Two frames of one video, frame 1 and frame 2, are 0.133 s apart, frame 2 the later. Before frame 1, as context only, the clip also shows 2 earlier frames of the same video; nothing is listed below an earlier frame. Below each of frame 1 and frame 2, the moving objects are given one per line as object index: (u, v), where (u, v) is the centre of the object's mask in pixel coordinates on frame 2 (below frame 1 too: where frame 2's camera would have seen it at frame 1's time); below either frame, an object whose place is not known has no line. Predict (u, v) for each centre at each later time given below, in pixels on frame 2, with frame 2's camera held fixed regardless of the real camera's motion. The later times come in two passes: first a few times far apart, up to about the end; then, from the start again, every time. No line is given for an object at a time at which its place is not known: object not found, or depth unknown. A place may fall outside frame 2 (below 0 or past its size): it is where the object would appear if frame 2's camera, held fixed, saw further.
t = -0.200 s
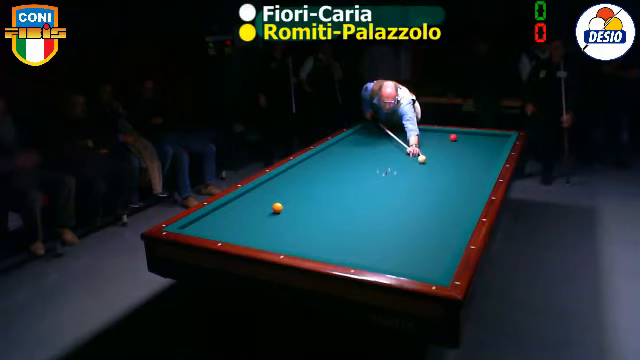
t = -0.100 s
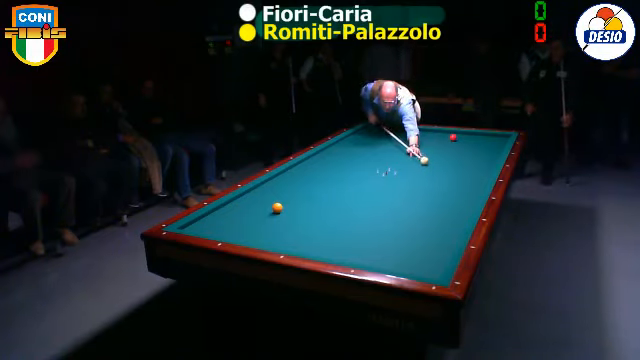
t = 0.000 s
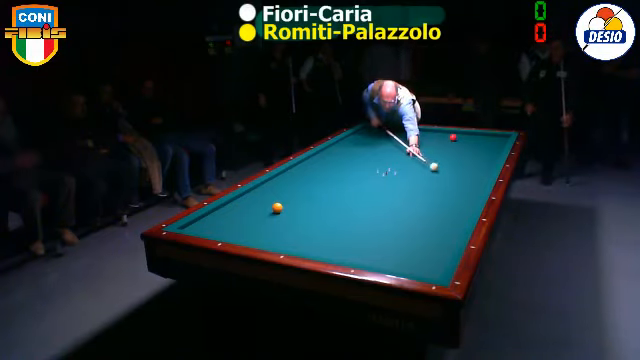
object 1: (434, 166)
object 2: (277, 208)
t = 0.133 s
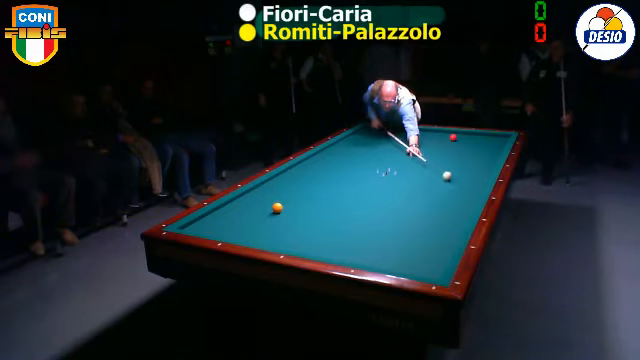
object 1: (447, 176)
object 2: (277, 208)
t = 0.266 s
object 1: (461, 185)
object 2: (277, 208)
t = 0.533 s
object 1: (452, 203)
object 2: (277, 208)
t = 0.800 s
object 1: (412, 219)
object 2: (277, 207)
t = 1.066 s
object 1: (366, 239)
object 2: (277, 207)
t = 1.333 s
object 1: (322, 249)
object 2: (277, 207)
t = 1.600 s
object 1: (305, 229)
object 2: (277, 207)
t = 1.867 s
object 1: (291, 213)
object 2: (277, 208)
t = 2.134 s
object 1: (292, 200)
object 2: (265, 207)
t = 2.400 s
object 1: (297, 189)
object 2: (250, 206)
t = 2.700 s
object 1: (302, 179)
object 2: (235, 205)
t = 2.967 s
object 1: (306, 171)
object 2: (228, 204)
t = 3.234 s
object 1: (309, 164)
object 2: (234, 206)
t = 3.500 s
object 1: (313, 157)
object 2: (238, 207)
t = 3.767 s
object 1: (321, 152)
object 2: (244, 209)
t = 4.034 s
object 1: (332, 148)
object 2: (248, 211)
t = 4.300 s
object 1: (342, 144)
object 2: (252, 212)
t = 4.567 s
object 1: (352, 141)
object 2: (257, 214)
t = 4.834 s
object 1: (361, 137)
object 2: (261, 215)
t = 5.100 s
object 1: (370, 135)
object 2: (264, 216)
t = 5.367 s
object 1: (378, 132)
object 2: (267, 217)
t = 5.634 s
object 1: (385, 129)
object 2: (269, 218)
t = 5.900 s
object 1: (391, 127)
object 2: (271, 219)
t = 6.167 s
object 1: (394, 128)
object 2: (273, 220)
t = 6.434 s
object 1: (396, 130)
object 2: (274, 220)
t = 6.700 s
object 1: (399, 132)
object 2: (276, 221)
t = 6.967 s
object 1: (401, 133)
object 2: (276, 221)
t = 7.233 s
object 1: (403, 135)
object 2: (277, 222)
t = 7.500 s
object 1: (405, 137)
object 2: (277, 222)
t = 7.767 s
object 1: (408, 138)
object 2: (277, 222)
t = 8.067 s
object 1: (410, 140)
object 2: (277, 222)
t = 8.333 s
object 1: (412, 141)
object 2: (277, 222)
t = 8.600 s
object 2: (277, 222)
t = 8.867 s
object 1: (416, 144)
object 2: (277, 222)
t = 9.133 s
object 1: (418, 146)
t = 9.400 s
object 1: (420, 147)
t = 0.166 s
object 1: (450, 178)
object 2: (277, 208)
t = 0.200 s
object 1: (454, 180)
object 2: (277, 208)
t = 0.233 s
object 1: (458, 183)
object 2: (277, 207)
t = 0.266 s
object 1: (461, 185)
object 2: (277, 208)
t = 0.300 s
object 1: (465, 188)
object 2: (277, 208)
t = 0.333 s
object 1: (470, 191)
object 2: (277, 208)
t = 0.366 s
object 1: (474, 194)
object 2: (277, 208)
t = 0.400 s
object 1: (473, 196)
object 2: (277, 207)
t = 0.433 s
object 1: (467, 198)
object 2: (277, 208)
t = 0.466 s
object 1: (462, 199)
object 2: (277, 207)
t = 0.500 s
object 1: (457, 201)
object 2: (277, 208)
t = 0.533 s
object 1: (452, 203)
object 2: (277, 208)
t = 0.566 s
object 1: (447, 205)
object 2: (277, 208)
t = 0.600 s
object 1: (442, 207)
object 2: (277, 208)
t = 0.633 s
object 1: (437, 209)
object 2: (277, 208)
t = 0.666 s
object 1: (433, 211)
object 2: (277, 207)
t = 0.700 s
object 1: (428, 213)
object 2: (277, 208)
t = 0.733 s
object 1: (423, 215)
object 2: (277, 208)
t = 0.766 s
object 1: (417, 217)
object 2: (277, 208)
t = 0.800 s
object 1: (412, 219)
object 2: (277, 207)
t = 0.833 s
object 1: (407, 222)
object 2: (277, 207)
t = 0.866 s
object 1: (401, 224)
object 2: (277, 208)
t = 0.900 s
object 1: (395, 226)
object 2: (277, 208)
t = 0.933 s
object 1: (390, 229)
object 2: (277, 208)
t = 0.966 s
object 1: (384, 231)
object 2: (277, 207)
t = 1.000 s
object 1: (378, 233)
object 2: (277, 208)
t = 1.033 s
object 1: (372, 236)
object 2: (277, 208)
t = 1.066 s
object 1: (366, 239)
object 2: (277, 207)
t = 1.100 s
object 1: (360, 241)
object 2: (277, 208)
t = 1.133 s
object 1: (353, 244)
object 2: (277, 208)
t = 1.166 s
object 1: (347, 247)
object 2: (277, 208)
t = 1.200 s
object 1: (340, 250)
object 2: (277, 208)
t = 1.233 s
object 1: (334, 251)
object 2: (277, 207)
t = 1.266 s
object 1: (327, 252)
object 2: (277, 208)
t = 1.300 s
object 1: (323, 251)
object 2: (277, 208)
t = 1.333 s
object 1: (322, 249)
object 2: (277, 207)
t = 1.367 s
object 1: (320, 246)
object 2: (277, 208)
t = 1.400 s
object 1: (318, 243)
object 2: (277, 207)
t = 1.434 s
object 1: (316, 241)
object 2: (277, 208)
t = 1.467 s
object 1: (314, 238)
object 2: (277, 208)
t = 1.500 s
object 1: (311, 236)
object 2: (277, 207)
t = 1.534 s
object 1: (309, 233)
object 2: (277, 207)
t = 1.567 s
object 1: (307, 231)
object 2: (277, 208)
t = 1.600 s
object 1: (305, 229)
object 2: (277, 207)
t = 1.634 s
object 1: (303, 227)
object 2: (277, 208)
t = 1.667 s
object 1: (301, 224)
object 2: (277, 207)
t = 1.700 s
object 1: (300, 222)
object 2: (277, 207)
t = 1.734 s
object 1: (297, 221)
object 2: (277, 208)
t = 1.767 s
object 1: (296, 218)
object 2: (277, 208)
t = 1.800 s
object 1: (294, 216)
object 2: (277, 208)
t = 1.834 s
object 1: (292, 215)
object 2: (277, 208)
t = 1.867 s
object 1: (291, 213)
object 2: (277, 208)
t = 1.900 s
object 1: (289, 211)
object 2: (277, 207)
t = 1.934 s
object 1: (287, 209)
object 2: (277, 208)
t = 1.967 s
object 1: (288, 208)
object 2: (275, 208)
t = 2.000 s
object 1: (289, 206)
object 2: (273, 207)
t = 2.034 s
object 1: (289, 205)
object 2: (270, 207)
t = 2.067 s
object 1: (290, 203)
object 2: (268, 207)
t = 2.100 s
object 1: (291, 201)
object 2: (266, 207)
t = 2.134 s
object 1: (292, 200)
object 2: (265, 207)
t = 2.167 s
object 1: (293, 198)
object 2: (263, 207)
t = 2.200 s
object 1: (293, 197)
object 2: (261, 206)
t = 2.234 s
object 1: (294, 196)
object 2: (259, 206)
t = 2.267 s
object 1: (294, 194)
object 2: (257, 206)
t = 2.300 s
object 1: (295, 193)
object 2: (255, 206)
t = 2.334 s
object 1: (295, 192)
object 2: (253, 206)
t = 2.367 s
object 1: (296, 191)
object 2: (252, 206)
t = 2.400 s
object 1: (297, 189)
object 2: (250, 206)
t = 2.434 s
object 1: (297, 188)
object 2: (248, 205)
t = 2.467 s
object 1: (298, 187)
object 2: (246, 205)
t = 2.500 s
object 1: (299, 186)
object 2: (245, 205)
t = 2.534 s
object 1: (299, 185)
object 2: (243, 205)
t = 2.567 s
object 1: (299, 183)
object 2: (242, 205)
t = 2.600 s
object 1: (300, 182)
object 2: (240, 205)
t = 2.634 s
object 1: (301, 181)
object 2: (238, 205)
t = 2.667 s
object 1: (301, 180)
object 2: (237, 205)
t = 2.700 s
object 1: (302, 179)
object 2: (235, 205)
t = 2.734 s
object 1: (302, 178)
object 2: (233, 204)
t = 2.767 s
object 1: (303, 177)
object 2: (232, 204)
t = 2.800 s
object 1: (303, 176)
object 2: (230, 204)
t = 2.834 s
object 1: (304, 175)
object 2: (228, 204)
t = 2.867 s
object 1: (304, 174)
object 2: (227, 204)
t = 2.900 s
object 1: (305, 173)
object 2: (227, 204)
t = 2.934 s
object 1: (305, 172)
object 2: (228, 204)
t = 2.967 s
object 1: (306, 171)
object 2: (228, 204)
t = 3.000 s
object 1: (306, 170)
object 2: (229, 204)
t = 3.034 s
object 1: (307, 169)
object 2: (229, 205)
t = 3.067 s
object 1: (307, 168)
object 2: (230, 205)
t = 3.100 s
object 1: (308, 167)
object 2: (231, 205)
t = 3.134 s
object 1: (308, 166)
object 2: (232, 205)
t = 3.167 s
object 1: (309, 165)
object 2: (232, 206)
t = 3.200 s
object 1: (309, 165)
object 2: (233, 206)
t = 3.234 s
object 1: (309, 164)
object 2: (234, 206)
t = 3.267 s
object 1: (310, 163)
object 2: (234, 206)
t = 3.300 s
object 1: (310, 162)
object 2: (234, 206)
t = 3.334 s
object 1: (311, 162)
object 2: (235, 206)
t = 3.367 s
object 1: (311, 161)
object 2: (236, 206)
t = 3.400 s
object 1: (312, 160)
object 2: (236, 207)
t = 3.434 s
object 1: (312, 159)
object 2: (237, 207)
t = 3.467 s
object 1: (312, 158)
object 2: (238, 207)
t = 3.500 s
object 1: (313, 157)
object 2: (238, 207)
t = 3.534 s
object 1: (313, 157)
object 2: (239, 207)
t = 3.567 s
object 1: (313, 156)
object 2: (240, 208)
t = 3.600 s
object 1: (314, 155)
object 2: (241, 208)
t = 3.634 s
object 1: (315, 155)
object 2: (241, 208)
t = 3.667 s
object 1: (316, 154)
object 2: (242, 209)
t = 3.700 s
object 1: (318, 153)
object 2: (242, 209)
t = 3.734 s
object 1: (319, 153)
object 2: (243, 209)
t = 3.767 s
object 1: (321, 152)
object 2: (244, 209)
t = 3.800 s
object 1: (322, 152)
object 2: (244, 209)
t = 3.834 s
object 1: (324, 151)
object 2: (245, 209)
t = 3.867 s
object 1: (325, 151)
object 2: (245, 210)
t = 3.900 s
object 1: (327, 150)
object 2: (246, 210)
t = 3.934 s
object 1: (328, 150)
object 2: (246, 210)
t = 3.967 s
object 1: (329, 149)
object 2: (247, 210)
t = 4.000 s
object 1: (331, 149)
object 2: (247, 210)
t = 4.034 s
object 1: (332, 148)
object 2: (248, 211)
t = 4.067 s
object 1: (333, 148)
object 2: (249, 211)
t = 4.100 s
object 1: (335, 147)
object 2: (250, 211)
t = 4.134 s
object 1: (336, 147)
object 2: (250, 211)
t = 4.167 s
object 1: (337, 147)
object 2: (251, 211)
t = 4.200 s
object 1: (339, 146)
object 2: (251, 211)
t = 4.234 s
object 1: (340, 145)
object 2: (251, 211)
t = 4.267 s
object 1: (341, 145)
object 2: (252, 212)
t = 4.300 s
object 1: (342, 144)
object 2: (252, 212)
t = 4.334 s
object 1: (343, 144)
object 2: (253, 213)
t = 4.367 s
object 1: (345, 143)
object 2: (253, 212)
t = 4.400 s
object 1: (346, 143)
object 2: (254, 213)
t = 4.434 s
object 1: (347, 143)
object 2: (255, 213)
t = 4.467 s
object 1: (349, 142)
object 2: (255, 213)
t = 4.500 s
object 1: (350, 142)
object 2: (256, 213)
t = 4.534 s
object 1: (351, 141)
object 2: (256, 213)
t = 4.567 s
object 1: (352, 141)
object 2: (257, 214)
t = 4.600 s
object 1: (353, 140)
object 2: (257, 214)
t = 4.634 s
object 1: (355, 140)
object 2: (258, 214)
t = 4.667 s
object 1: (356, 140)
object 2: (258, 214)
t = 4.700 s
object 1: (357, 139)
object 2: (259, 214)
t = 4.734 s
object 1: (358, 139)
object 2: (259, 214)
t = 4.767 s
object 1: (359, 138)
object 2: (260, 214)
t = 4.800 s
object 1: (360, 138)
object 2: (260, 215)
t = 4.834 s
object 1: (361, 137)
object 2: (261, 215)
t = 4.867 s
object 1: (362, 137)
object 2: (261, 215)
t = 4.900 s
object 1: (363, 137)
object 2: (261, 215)
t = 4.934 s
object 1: (364, 136)
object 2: (262, 215)
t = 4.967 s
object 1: (366, 136)
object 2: (262, 216)
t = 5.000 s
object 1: (366, 136)
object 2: (263, 215)
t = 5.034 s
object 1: (368, 135)
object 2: (263, 216)
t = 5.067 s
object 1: (369, 135)
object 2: (263, 216)
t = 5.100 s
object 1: (370, 135)
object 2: (264, 216)
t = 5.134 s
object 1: (371, 134)
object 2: (264, 216)
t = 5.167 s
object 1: (372, 134)
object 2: (265, 216)
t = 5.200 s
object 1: (373, 134)
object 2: (265, 216)
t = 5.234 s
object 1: (374, 133)
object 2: (265, 216)
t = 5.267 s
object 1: (375, 133)
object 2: (266, 216)
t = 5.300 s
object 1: (376, 133)
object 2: (266, 217)
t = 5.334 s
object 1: (377, 132)
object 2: (266, 217)
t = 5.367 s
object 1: (378, 132)
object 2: (267, 217)
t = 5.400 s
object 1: (379, 132)
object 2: (267, 217)
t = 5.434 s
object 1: (379, 131)
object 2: (267, 217)
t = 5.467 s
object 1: (380, 131)
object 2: (267, 217)
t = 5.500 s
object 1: (381, 130)
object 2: (268, 218)
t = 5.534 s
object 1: (382, 130)
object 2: (268, 218)
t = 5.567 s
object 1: (383, 130)
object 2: (268, 218)
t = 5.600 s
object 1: (384, 130)
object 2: (269, 218)
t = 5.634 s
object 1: (385, 129)
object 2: (269, 218)
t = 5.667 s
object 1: (386, 129)
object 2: (269, 218)
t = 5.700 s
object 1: (387, 129)
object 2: (270, 218)
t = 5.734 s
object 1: (387, 128)
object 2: (270, 218)
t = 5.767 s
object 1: (388, 128)
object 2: (270, 218)
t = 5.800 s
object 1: (389, 128)
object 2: (271, 219)
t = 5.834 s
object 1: (390, 127)
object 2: (271, 219)
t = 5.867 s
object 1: (391, 127)
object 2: (271, 219)
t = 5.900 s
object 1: (391, 127)
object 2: (271, 219)
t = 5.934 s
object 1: (391, 127)
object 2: (271, 219)
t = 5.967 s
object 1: (392, 127)
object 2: (271, 219)
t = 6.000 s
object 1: (392, 127)
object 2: (272, 219)
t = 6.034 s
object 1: (393, 128)
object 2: (272, 220)
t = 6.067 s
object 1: (393, 128)
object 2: (272, 220)
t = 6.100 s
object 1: (393, 128)
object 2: (273, 220)
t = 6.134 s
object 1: (393, 128)
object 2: (273, 220)
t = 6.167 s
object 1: (394, 128)
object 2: (273, 220)
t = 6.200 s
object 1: (394, 129)
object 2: (273, 220)
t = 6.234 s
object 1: (394, 129)
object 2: (273, 220)
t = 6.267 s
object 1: (395, 129)
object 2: (273, 220)
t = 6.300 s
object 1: (395, 129)
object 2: (274, 220)
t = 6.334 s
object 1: (395, 130)
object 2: (274, 220)
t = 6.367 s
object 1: (395, 130)
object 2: (274, 220)
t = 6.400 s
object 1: (396, 130)
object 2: (274, 220)
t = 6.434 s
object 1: (396, 130)
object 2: (274, 220)
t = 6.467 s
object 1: (396, 130)
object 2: (274, 220)
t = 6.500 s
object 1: (397, 131)
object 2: (274, 220)
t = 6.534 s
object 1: (397, 131)
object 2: (275, 220)
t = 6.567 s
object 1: (397, 131)
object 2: (275, 220)
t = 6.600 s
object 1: (398, 131)
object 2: (275, 220)
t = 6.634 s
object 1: (398, 131)
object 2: (275, 220)
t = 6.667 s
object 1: (398, 132)
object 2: (275, 220)
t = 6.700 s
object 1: (399, 132)
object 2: (276, 221)
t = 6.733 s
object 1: (399, 132)
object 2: (276, 221)
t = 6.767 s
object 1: (399, 132)
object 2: (276, 221)
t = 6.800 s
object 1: (399, 132)
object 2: (276, 221)
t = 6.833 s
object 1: (400, 133)
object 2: (276, 221)
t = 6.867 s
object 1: (400, 133)
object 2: (276, 221)
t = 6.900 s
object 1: (400, 133)
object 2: (276, 221)
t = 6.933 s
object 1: (400, 133)
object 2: (276, 221)
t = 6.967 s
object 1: (401, 133)
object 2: (276, 221)
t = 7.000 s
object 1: (401, 133)
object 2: (276, 221)
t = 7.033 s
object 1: (401, 134)
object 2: (276, 221)
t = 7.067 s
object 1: (402, 134)
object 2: (276, 221)
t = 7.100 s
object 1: (402, 134)
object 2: (277, 222)
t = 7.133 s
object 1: (402, 134)
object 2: (277, 222)
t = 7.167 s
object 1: (403, 135)
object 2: (277, 222)
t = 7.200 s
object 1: (403, 135)
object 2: (277, 222)
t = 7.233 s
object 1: (403, 135)
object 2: (277, 222)
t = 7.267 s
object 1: (403, 135)
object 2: (277, 222)
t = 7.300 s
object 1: (404, 135)
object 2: (277, 222)
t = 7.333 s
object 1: (404, 136)
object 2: (277, 222)
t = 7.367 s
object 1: (404, 136)
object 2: (277, 222)
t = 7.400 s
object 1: (404, 136)
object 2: (277, 222)
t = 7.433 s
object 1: (405, 136)
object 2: (277, 222)
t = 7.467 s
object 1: (405, 136)
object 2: (277, 222)
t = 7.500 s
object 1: (405, 137)
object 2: (277, 222)
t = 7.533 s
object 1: (406, 137)
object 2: (277, 222)
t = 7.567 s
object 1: (406, 137)
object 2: (277, 222)
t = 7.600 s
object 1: (406, 137)
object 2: (277, 222)
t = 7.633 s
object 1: (406, 137)
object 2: (277, 222)
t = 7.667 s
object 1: (407, 138)
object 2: (277, 222)
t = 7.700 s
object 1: (407, 138)
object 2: (277, 222)
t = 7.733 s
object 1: (407, 138)
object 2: (277, 222)
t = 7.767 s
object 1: (408, 138)
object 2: (277, 222)
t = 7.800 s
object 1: (408, 138)
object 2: (277, 222)
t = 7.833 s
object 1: (408, 139)
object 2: (277, 222)
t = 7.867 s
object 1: (408, 139)
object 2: (277, 222)
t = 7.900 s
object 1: (409, 139)
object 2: (277, 222)
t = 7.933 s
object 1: (409, 139)
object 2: (277, 222)
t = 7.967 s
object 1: (409, 139)
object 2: (277, 222)
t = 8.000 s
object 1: (409, 140)
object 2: (277, 222)
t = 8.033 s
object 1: (410, 140)
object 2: (277, 222)
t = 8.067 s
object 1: (410, 140)
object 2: (277, 222)
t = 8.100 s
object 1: (410, 140)
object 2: (277, 222)
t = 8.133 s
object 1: (410, 140)
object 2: (277, 222)
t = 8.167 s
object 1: (411, 141)
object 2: (277, 222)
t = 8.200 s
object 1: (411, 141)
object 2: (277, 222)
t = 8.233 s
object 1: (411, 141)
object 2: (277, 222)
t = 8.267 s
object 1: (411, 141)
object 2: (277, 222)
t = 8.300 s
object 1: (412, 141)
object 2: (277, 222)
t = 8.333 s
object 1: (412, 141)
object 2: (277, 222)
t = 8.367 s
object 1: (412, 142)
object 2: (277, 222)
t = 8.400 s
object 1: (413, 142)
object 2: (277, 222)
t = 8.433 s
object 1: (413, 142)
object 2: (277, 222)
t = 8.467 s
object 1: (413, 142)
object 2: (277, 222)
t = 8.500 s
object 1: (413, 142)
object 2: (277, 222)
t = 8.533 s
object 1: (413, 143)
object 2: (277, 222)
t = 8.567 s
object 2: (277, 222)
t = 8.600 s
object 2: (277, 222)
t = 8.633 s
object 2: (277, 222)
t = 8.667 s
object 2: (277, 222)
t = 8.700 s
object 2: (277, 222)
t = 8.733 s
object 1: (417, 143)
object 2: (277, 222)
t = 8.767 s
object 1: (416, 144)
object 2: (277, 222)
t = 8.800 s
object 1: (415, 143)
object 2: (277, 222)
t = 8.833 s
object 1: (416, 144)
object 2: (277, 222)
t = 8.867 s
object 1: (416, 144)
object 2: (277, 222)
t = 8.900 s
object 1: (416, 145)
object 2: (277, 222)
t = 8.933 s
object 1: (417, 145)
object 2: (277, 222)
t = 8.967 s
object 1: (417, 145)
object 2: (276, 223)
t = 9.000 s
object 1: (417, 145)
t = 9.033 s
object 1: (417, 145)
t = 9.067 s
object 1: (417, 145)
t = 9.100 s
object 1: (418, 145)
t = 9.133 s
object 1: (418, 146)
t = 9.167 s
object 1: (418, 146)
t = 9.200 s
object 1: (418, 146)
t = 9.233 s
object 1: (419, 146)
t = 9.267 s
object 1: (419, 146)
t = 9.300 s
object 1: (419, 146)
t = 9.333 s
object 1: (419, 147)
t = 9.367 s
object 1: (420, 147)
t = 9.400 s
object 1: (420, 147)
